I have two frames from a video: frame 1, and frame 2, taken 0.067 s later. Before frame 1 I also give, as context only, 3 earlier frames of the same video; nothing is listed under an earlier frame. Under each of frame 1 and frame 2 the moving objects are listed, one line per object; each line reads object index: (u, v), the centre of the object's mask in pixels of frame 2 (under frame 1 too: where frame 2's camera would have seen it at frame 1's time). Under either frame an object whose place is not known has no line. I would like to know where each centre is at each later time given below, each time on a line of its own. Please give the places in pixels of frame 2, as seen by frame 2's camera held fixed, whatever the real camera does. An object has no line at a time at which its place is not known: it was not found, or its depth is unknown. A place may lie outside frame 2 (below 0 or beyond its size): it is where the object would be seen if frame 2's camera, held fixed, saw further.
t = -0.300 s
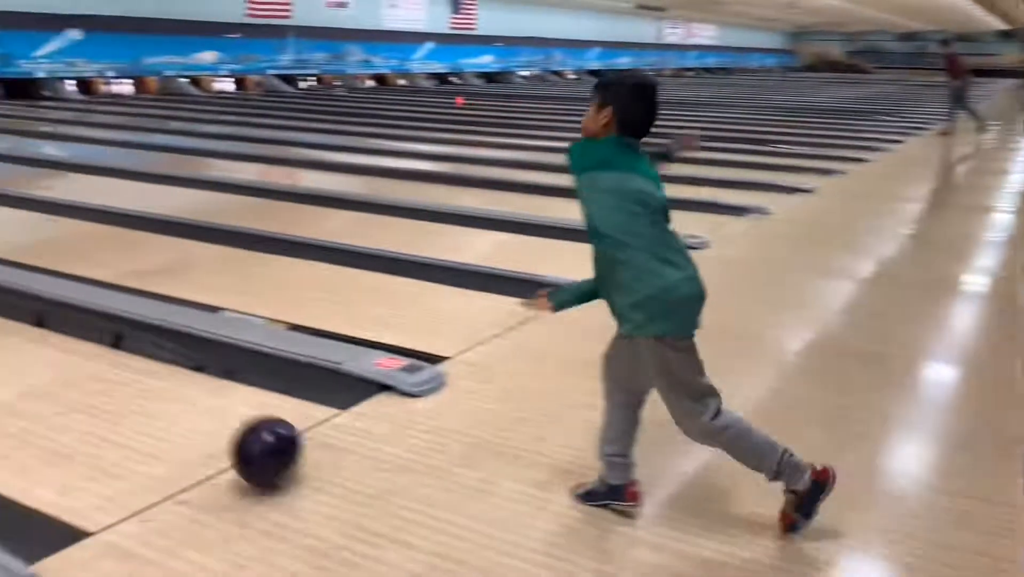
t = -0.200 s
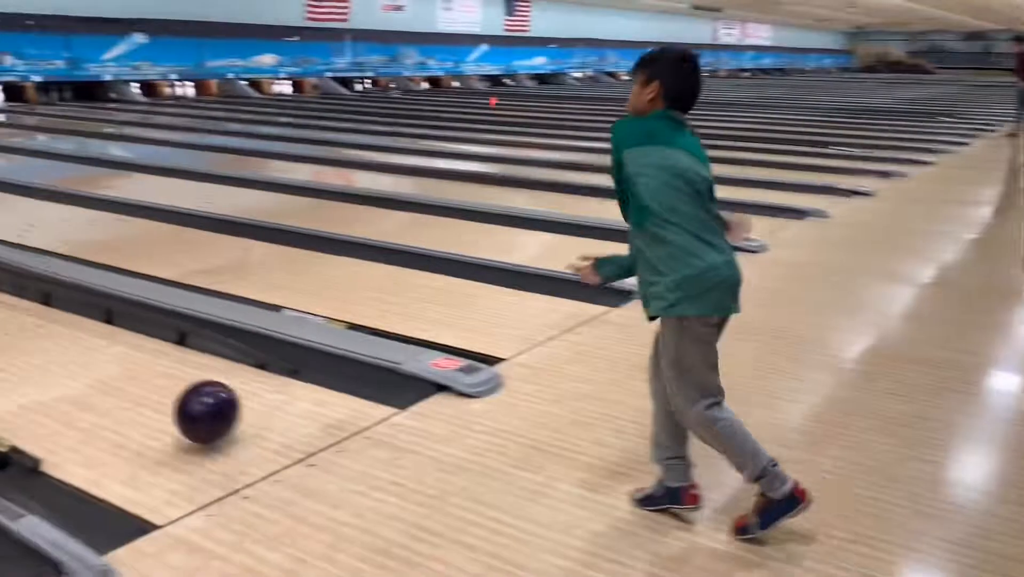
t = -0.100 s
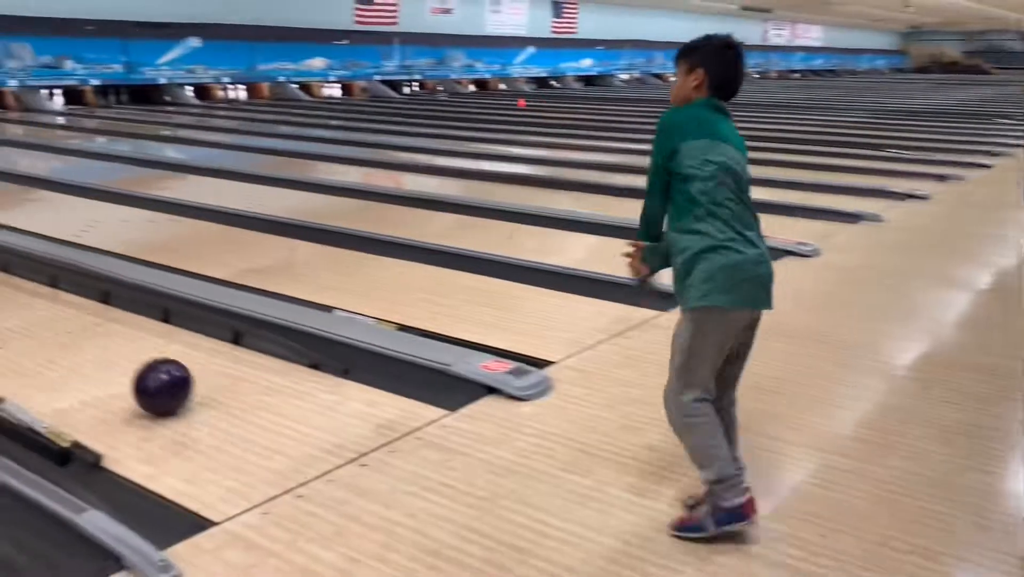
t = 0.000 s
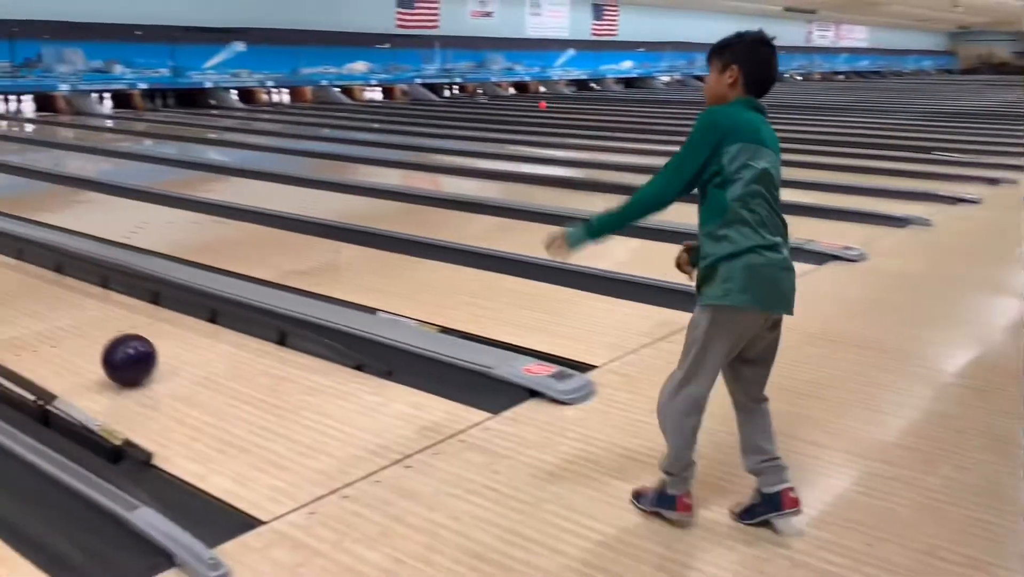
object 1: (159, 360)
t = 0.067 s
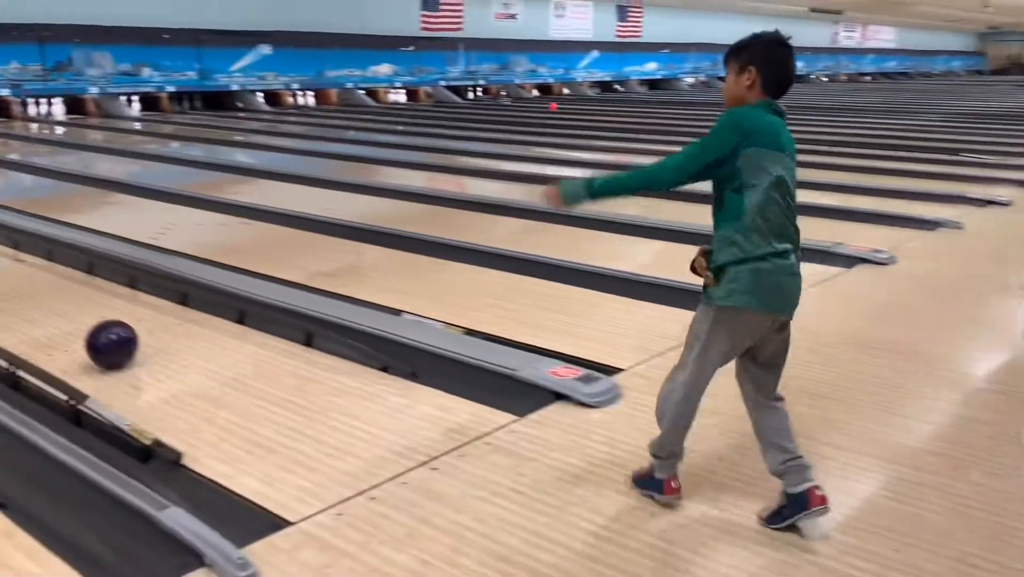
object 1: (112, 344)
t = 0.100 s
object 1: (90, 337)
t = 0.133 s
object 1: (69, 331)
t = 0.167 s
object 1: (49, 324)
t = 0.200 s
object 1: (31, 318)
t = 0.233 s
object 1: (13, 312)
